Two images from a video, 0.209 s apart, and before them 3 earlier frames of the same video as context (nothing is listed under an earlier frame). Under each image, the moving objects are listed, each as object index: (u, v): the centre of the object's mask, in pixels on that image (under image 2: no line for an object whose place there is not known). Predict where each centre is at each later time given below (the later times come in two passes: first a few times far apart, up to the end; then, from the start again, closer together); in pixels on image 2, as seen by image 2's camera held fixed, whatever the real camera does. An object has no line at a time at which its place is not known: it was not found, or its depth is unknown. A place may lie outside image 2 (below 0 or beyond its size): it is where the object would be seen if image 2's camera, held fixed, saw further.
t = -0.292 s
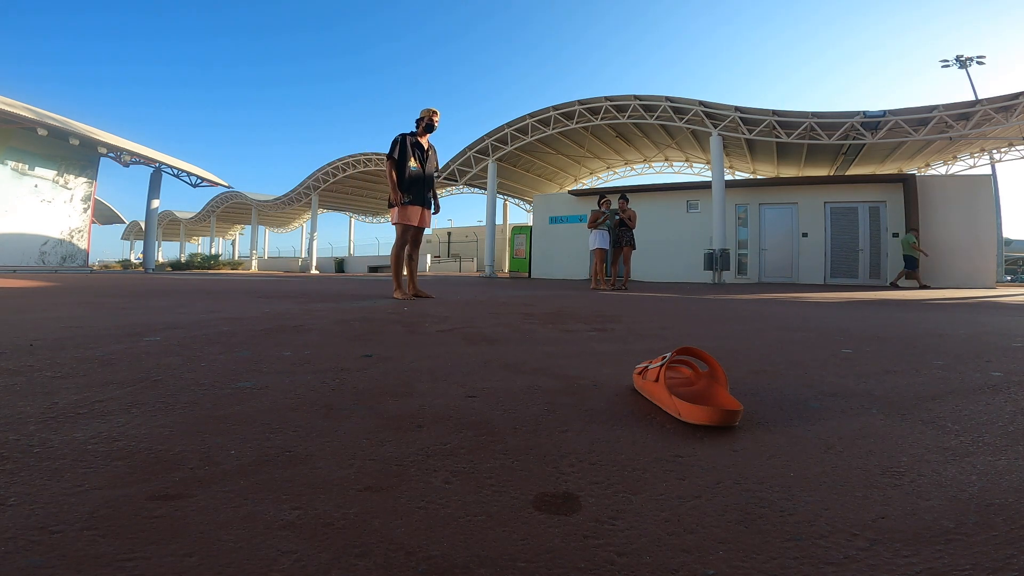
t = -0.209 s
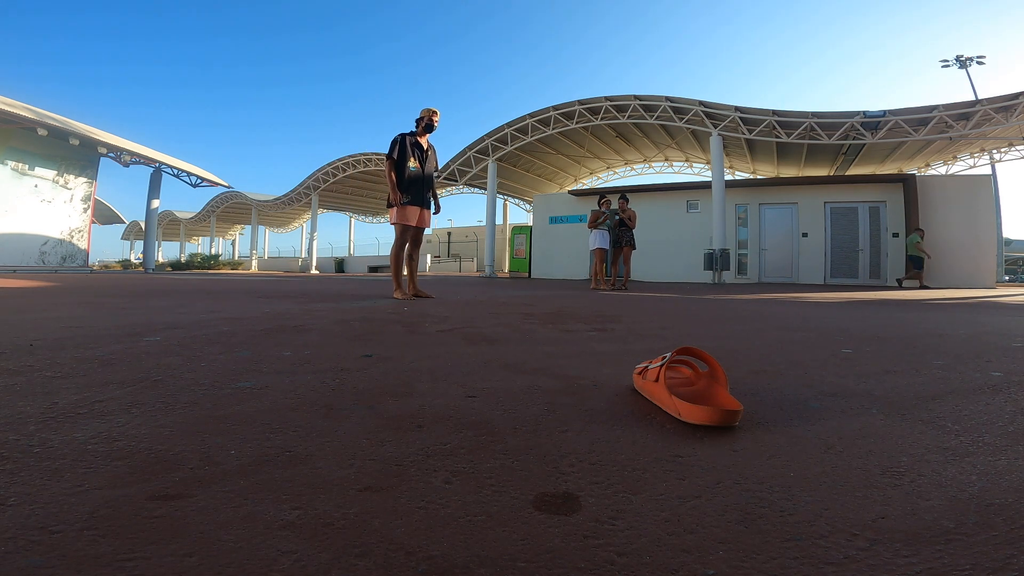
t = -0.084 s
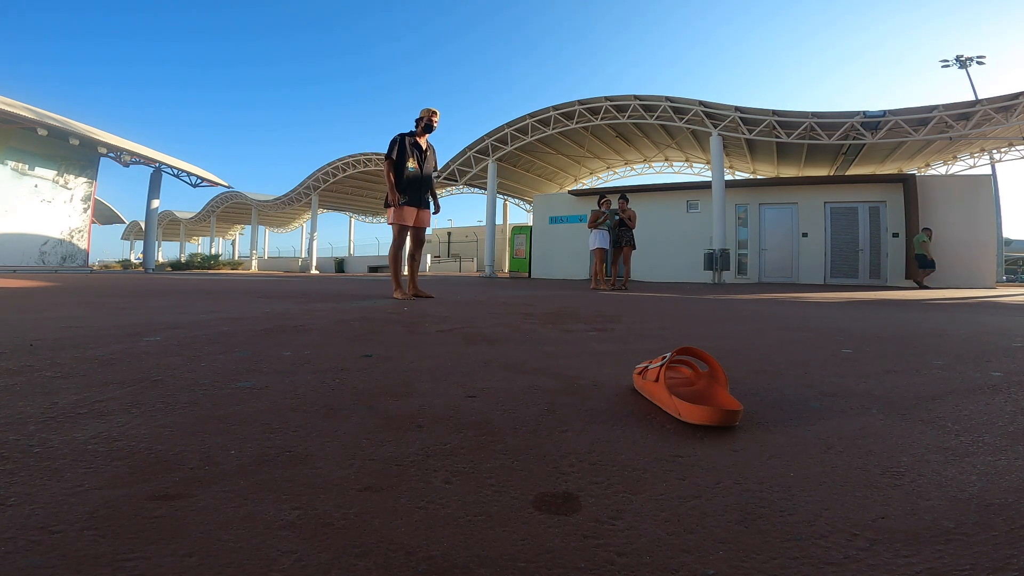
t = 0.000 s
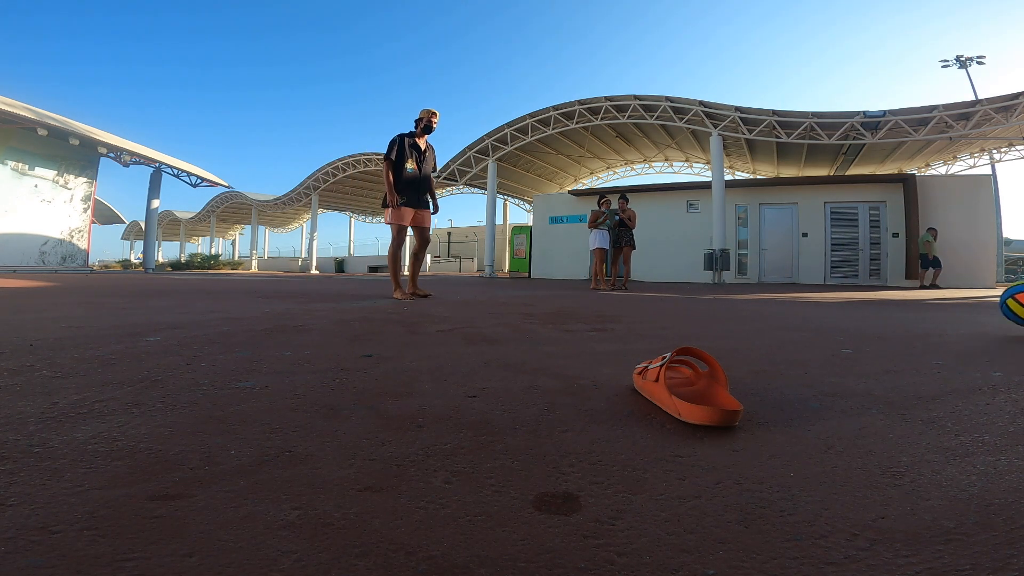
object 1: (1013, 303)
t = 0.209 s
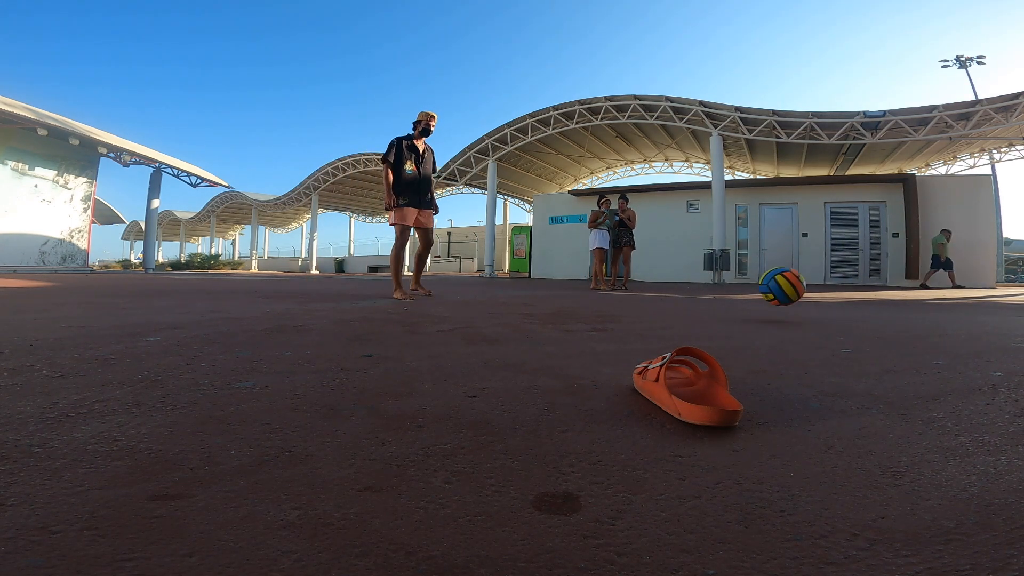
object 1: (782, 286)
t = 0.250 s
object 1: (745, 293)
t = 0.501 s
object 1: (628, 284)
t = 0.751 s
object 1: (552, 285)
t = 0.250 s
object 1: (745, 293)
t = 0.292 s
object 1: (714, 297)
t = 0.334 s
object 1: (695, 289)
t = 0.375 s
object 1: (678, 284)
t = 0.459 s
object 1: (644, 281)
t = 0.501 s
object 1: (628, 284)
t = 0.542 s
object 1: (614, 290)
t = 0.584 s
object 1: (600, 289)
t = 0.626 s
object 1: (588, 283)
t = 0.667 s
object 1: (575, 281)
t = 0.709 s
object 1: (563, 282)
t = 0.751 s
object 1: (552, 285)
